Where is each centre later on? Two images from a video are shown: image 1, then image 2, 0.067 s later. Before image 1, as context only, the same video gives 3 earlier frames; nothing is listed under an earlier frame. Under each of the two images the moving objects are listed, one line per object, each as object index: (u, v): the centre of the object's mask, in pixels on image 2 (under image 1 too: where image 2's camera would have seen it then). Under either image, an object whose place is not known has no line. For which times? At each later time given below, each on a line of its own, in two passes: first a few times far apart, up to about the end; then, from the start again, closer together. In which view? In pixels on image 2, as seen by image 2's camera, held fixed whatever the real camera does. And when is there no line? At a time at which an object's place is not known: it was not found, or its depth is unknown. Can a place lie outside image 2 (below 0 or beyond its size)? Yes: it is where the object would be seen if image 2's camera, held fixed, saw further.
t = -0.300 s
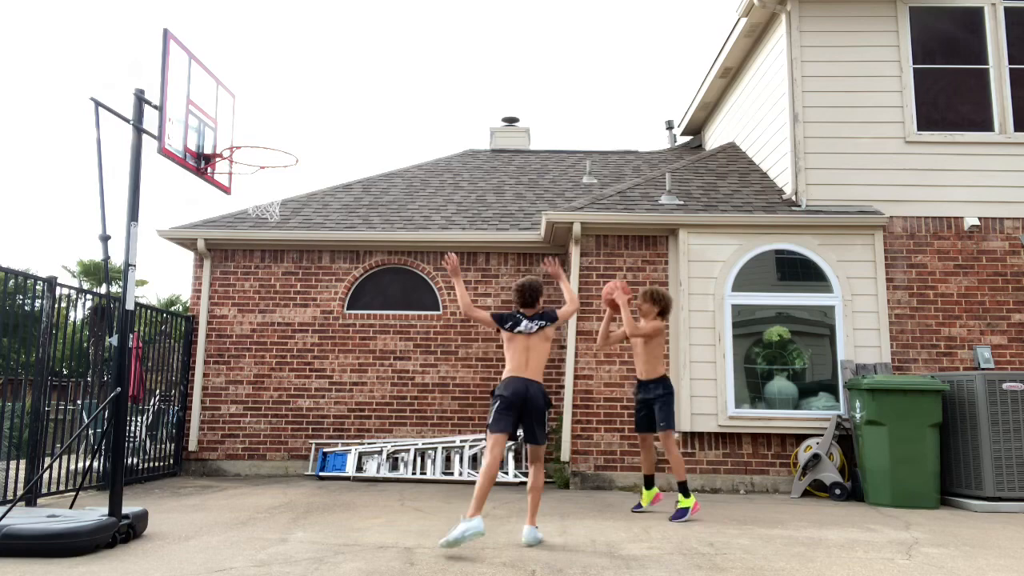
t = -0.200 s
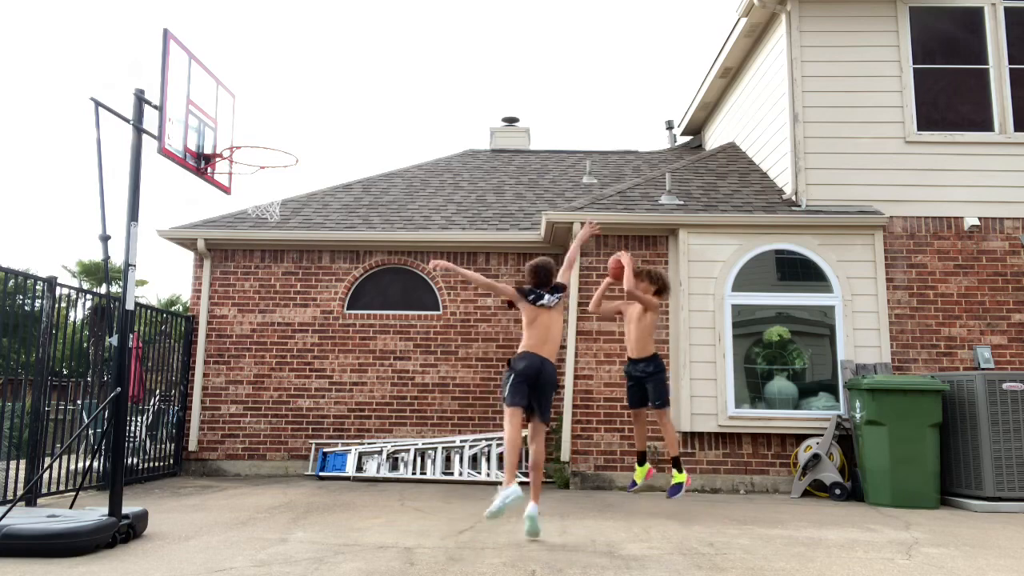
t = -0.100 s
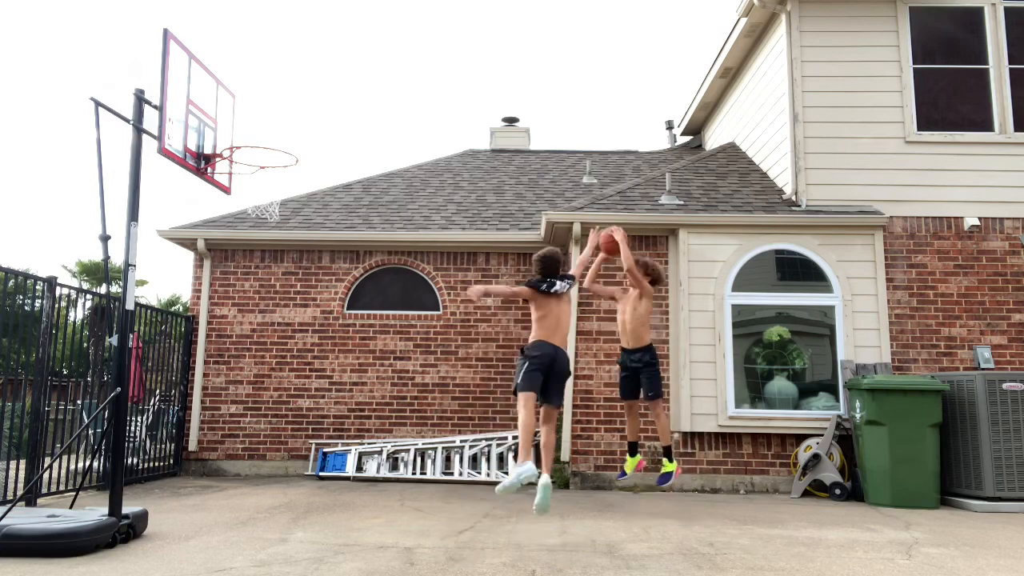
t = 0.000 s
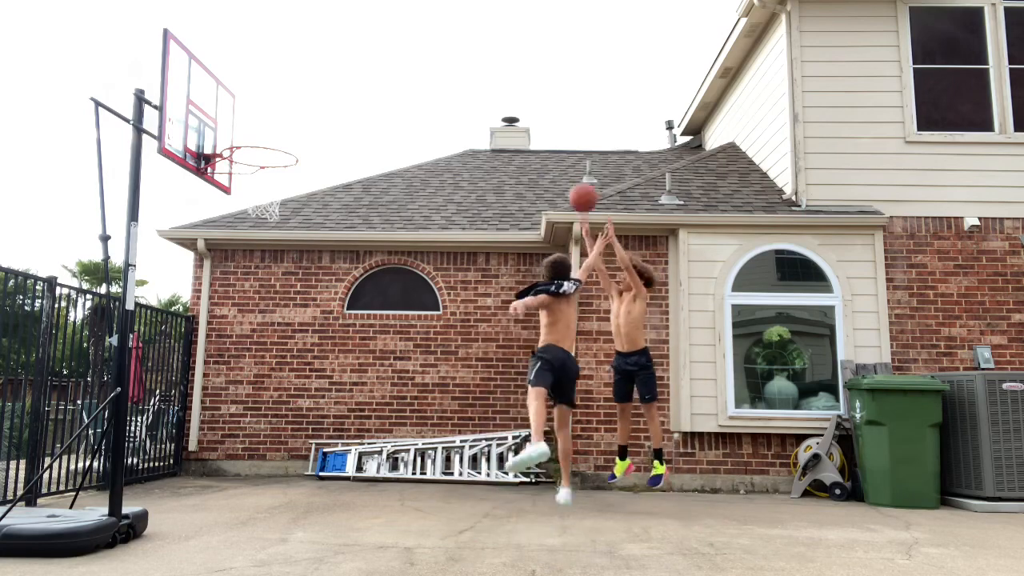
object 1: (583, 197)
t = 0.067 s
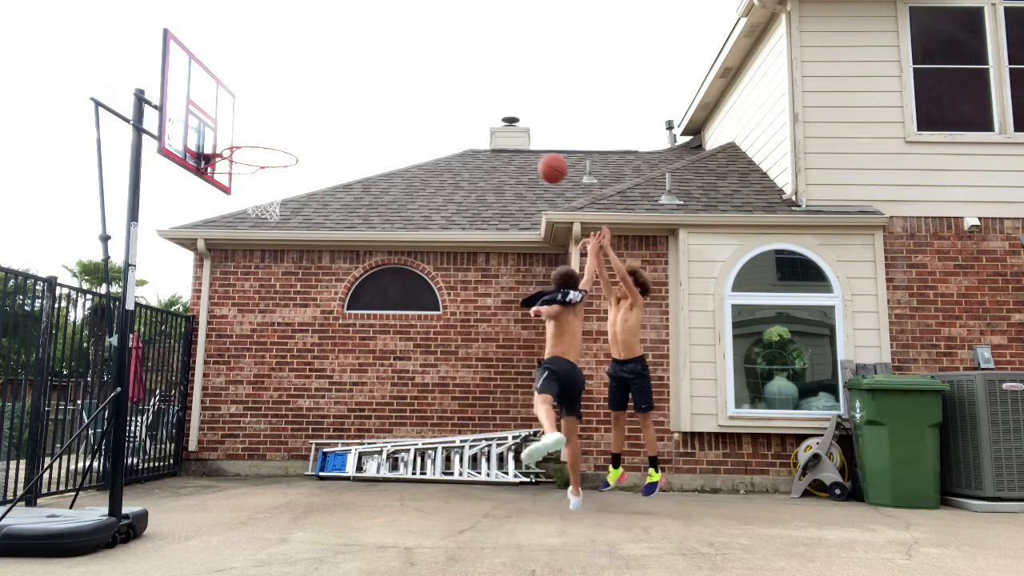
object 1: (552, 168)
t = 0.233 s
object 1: (473, 115)
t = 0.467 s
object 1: (349, 92)
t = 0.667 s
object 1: (224, 130)
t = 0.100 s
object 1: (538, 155)
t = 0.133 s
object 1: (522, 143)
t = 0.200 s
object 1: (490, 123)
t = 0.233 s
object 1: (473, 115)
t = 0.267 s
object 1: (457, 108)
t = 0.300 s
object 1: (440, 102)
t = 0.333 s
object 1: (422, 97)
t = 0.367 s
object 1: (405, 94)
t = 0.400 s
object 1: (386, 92)
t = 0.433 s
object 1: (368, 91)
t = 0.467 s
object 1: (349, 92)
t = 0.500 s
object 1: (330, 95)
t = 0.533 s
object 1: (309, 99)
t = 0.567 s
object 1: (289, 104)
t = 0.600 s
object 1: (268, 111)
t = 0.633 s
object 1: (246, 120)
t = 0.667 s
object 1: (224, 130)
